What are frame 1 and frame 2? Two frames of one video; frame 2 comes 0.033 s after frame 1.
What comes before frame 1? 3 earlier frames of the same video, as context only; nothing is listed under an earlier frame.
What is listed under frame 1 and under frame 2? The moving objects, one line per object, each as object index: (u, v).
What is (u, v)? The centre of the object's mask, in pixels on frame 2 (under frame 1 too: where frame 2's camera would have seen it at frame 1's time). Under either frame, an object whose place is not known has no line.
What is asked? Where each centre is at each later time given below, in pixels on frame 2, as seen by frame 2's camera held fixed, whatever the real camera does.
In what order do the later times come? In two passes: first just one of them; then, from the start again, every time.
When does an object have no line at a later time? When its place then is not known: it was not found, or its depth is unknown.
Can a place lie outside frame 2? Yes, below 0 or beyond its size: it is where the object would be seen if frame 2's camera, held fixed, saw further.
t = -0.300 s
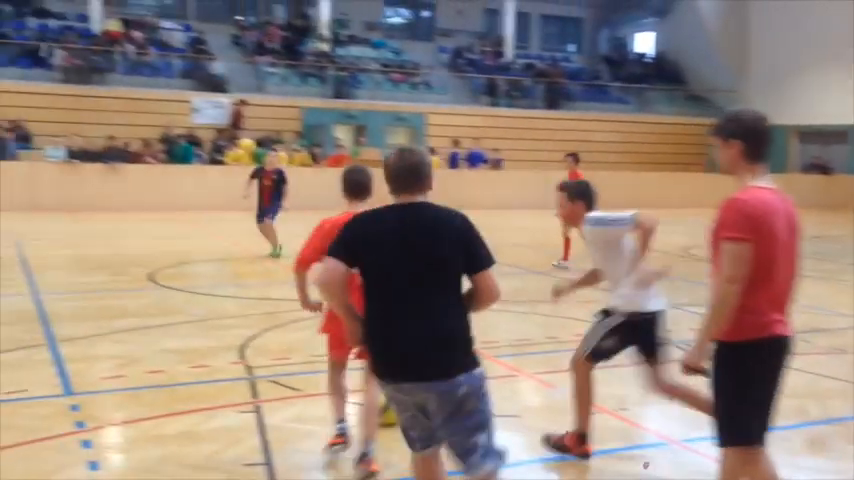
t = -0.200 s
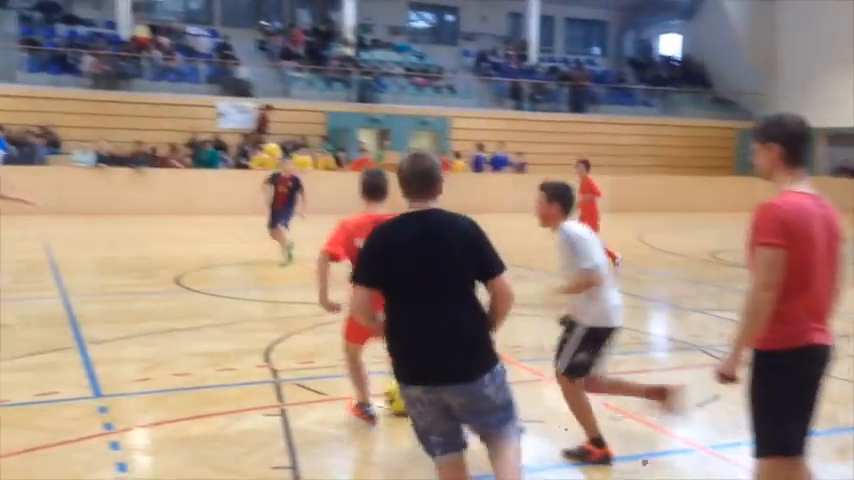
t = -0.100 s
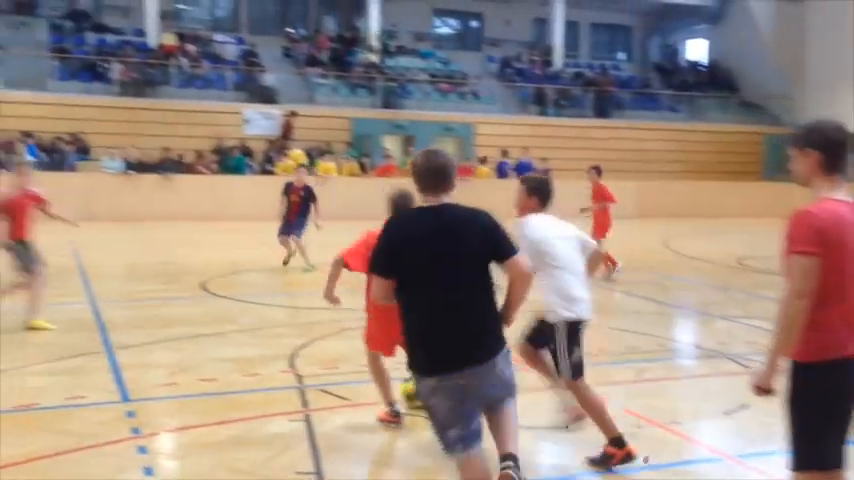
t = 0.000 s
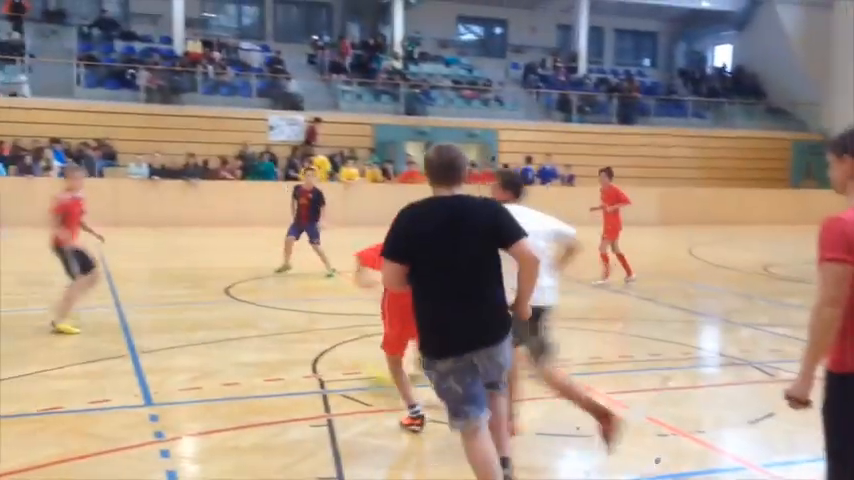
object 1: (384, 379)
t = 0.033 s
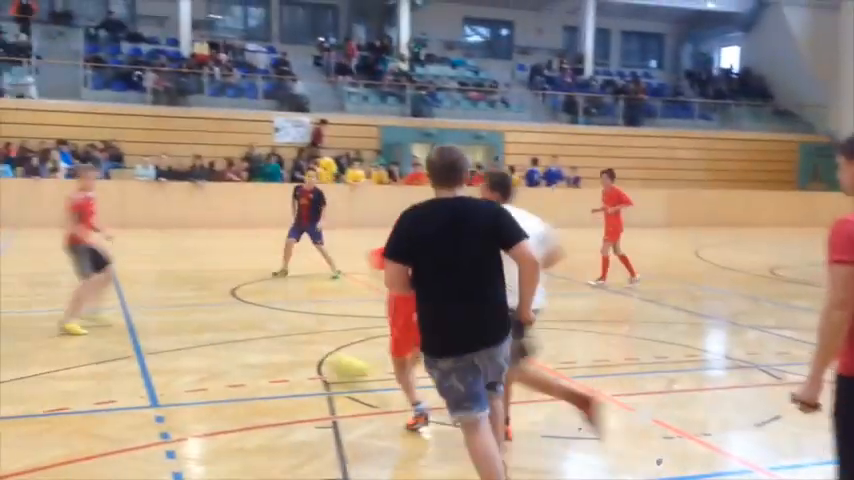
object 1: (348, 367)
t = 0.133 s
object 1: (237, 346)
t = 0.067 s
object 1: (308, 361)
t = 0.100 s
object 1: (271, 353)
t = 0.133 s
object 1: (237, 346)
